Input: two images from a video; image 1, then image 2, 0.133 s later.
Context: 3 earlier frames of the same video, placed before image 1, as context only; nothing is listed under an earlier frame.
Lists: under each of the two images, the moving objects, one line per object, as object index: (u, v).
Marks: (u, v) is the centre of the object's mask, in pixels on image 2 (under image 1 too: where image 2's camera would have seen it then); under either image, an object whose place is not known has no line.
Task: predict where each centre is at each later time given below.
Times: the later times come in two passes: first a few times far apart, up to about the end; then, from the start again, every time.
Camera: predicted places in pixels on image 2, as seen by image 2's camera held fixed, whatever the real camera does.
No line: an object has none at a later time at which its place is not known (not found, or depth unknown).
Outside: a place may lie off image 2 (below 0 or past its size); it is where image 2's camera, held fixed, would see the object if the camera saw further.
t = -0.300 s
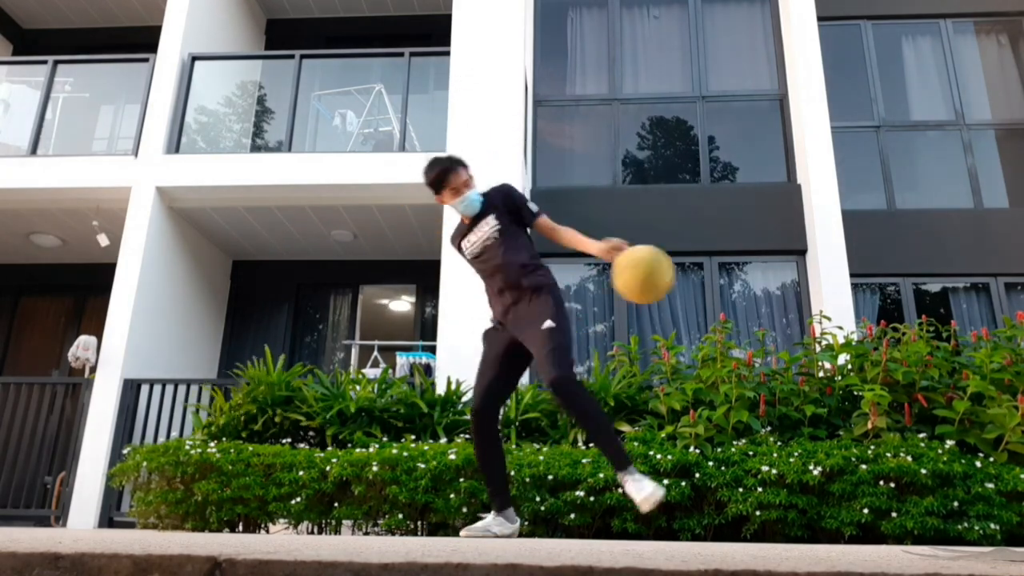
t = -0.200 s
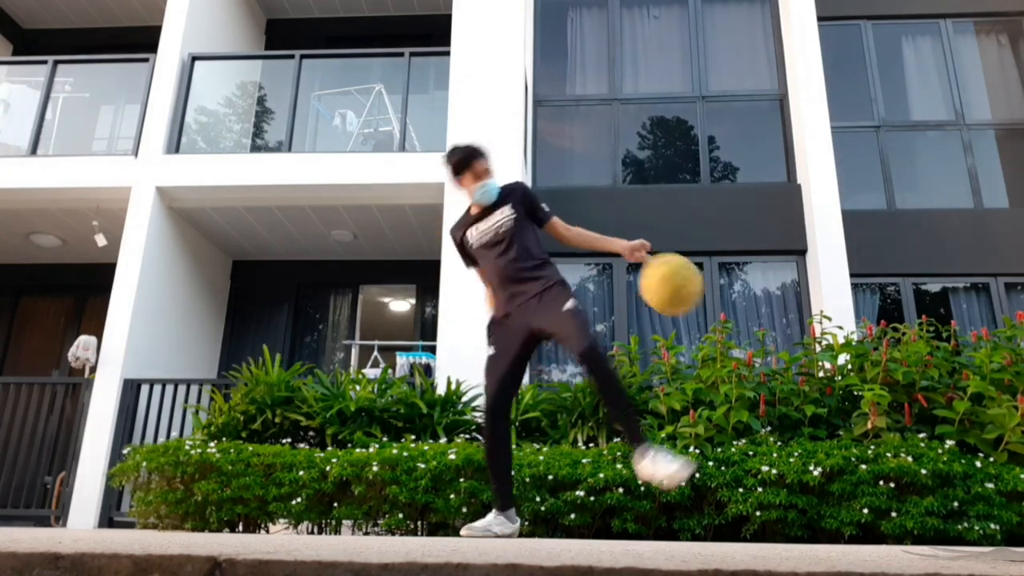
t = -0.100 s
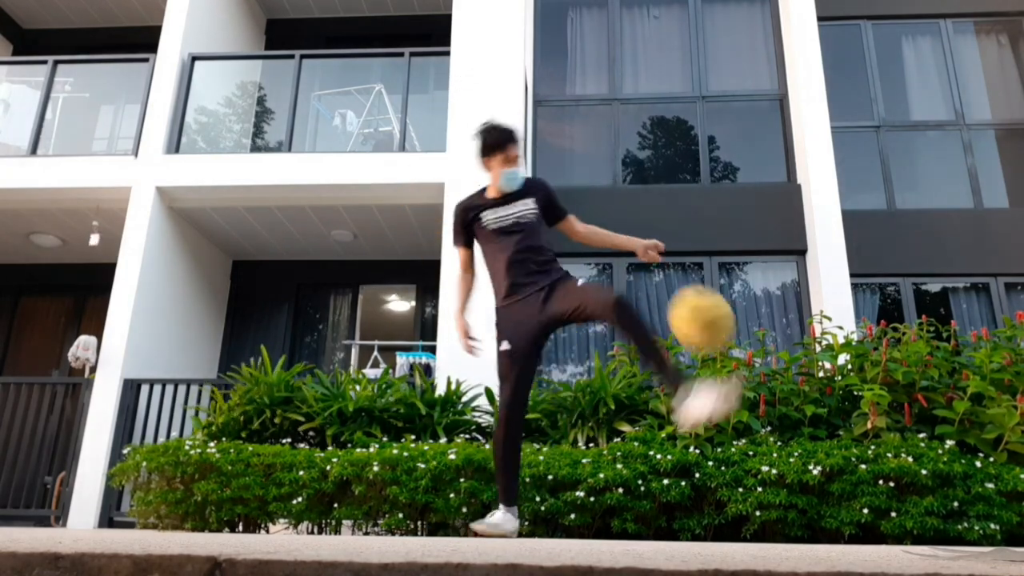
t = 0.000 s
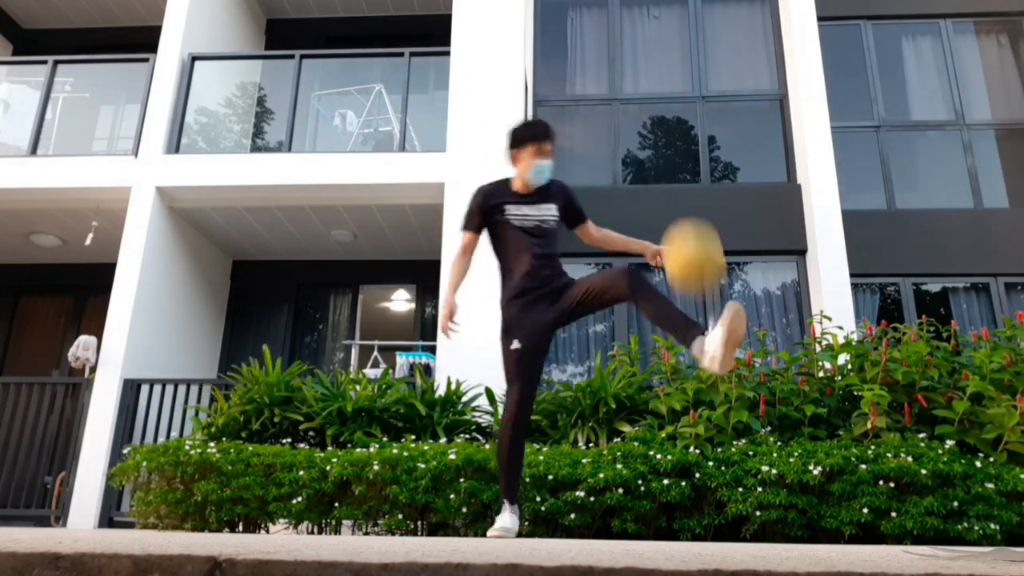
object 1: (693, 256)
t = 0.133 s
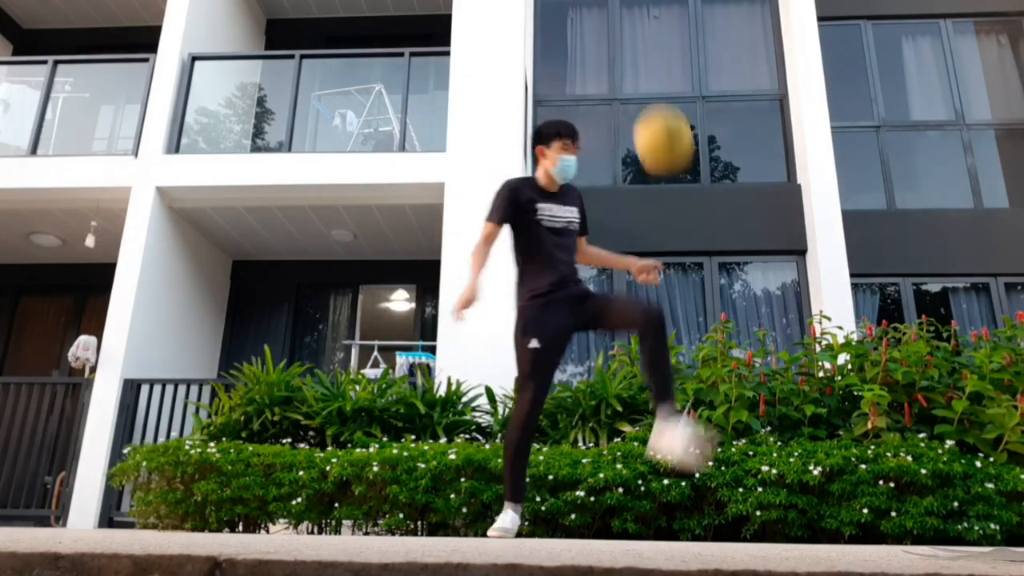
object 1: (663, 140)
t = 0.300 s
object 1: (629, 52)
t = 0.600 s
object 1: (580, 45)
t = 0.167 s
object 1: (656, 117)
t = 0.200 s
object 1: (649, 97)
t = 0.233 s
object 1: (642, 78)
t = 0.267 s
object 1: (636, 63)
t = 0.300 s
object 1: (629, 52)
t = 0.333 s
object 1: (623, 42)
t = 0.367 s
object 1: (618, 35)
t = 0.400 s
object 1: (612, 29)
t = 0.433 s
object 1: (607, 27)
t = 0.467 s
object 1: (602, 26)
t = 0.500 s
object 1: (596, 27)
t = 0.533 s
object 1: (591, 30)
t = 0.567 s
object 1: (585, 36)
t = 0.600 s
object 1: (580, 45)
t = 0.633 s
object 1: (574, 56)
